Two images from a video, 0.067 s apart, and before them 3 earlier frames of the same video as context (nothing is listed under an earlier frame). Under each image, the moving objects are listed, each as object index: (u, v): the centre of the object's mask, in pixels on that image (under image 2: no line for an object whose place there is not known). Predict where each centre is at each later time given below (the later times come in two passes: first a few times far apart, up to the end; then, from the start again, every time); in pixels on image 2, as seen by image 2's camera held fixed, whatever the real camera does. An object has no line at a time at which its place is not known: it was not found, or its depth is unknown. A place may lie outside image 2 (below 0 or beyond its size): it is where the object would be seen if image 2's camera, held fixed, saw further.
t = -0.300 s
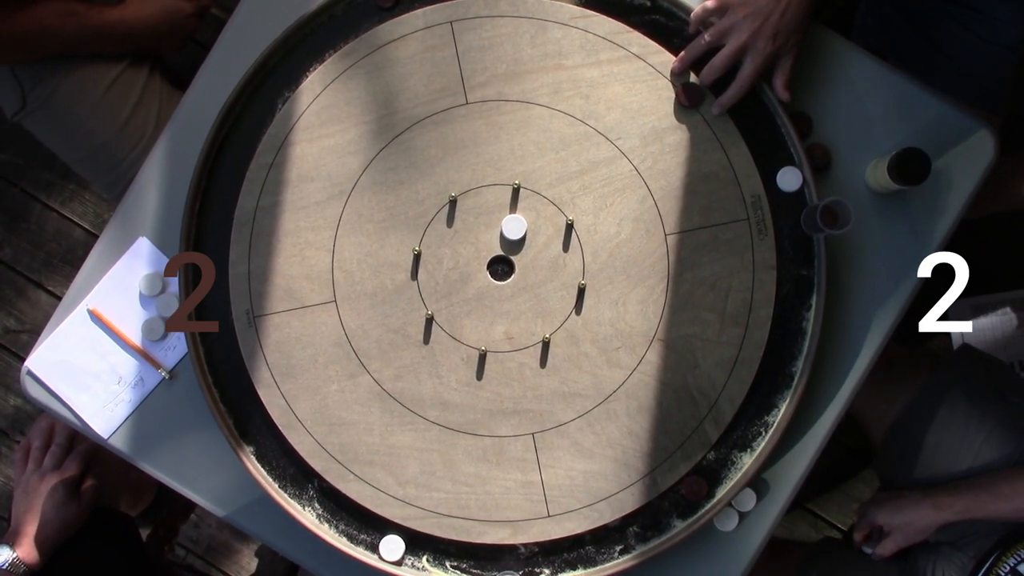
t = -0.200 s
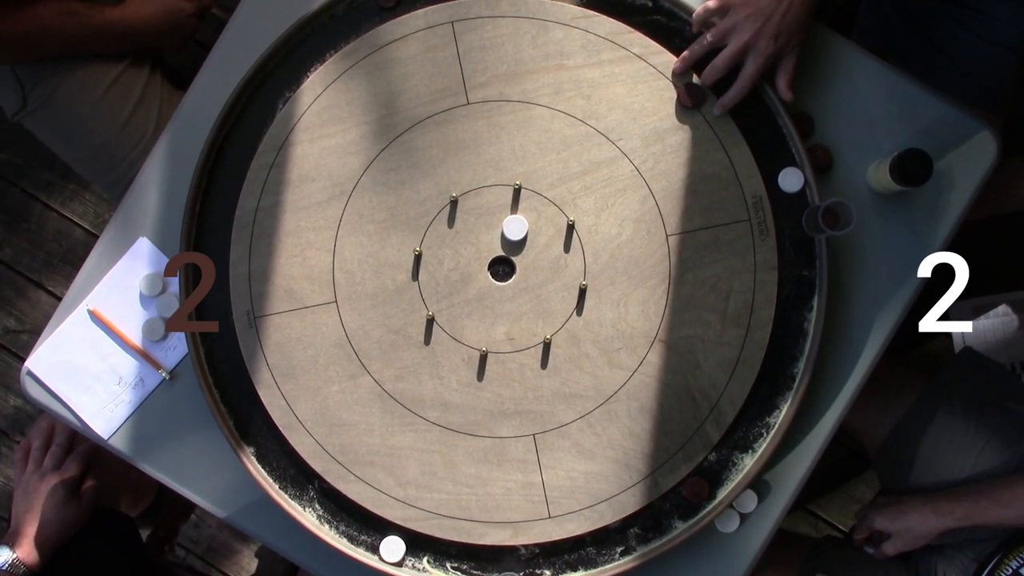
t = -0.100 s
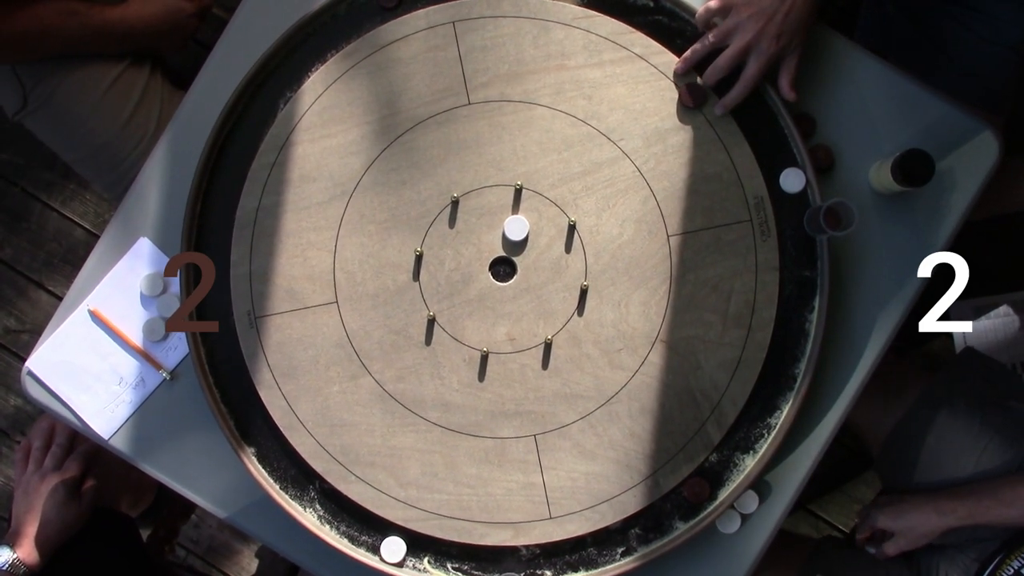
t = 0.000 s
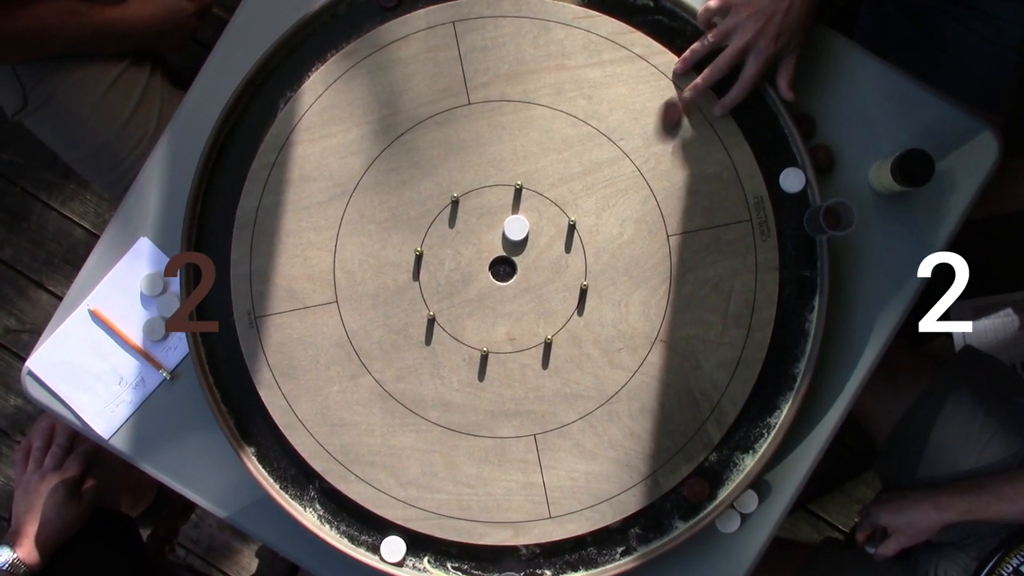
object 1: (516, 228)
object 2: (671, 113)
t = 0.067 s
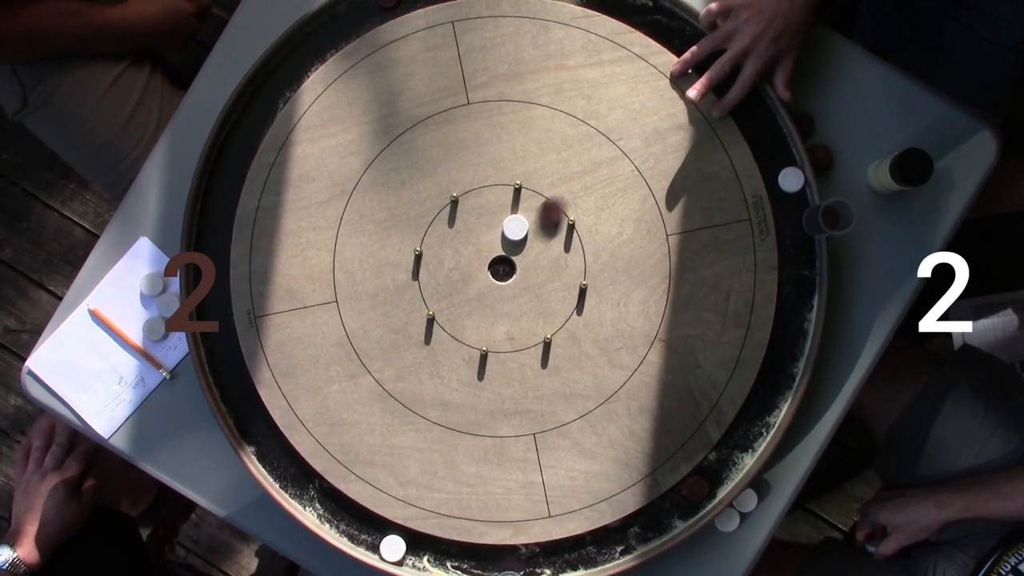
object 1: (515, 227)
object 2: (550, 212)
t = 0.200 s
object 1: (418, 270)
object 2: (542, 302)
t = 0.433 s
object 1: (365, 339)
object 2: (535, 261)
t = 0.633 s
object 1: (331, 359)
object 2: (534, 243)
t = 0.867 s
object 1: (324, 362)
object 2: (534, 243)
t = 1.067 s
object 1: (323, 362)
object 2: (534, 244)
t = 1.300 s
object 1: (323, 361)
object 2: (534, 243)
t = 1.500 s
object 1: (323, 362)
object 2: (534, 243)
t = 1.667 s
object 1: (323, 362)
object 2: (534, 243)
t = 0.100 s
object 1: (473, 244)
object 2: (541, 240)
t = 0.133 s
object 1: (429, 268)
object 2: (541, 263)
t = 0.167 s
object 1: (423, 296)
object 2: (542, 284)
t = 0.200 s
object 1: (418, 270)
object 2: (542, 302)
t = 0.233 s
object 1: (417, 287)
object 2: (543, 321)
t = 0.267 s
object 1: (414, 308)
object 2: (542, 312)
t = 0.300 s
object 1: (403, 315)
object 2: (540, 299)
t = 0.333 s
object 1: (392, 322)
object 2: (538, 287)
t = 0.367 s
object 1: (382, 328)
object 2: (537, 277)
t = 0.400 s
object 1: (373, 334)
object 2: (536, 268)
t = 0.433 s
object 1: (365, 339)
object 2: (535, 261)
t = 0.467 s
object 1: (357, 344)
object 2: (534, 255)
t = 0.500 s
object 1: (350, 348)
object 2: (534, 250)
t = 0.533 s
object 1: (344, 351)
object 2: (534, 246)
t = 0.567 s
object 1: (339, 354)
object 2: (534, 244)
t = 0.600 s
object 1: (335, 357)
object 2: (534, 243)
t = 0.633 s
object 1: (331, 359)
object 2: (534, 243)
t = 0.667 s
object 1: (328, 360)
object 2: (534, 243)
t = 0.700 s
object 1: (326, 361)
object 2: (534, 243)
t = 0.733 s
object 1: (325, 362)
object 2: (534, 243)
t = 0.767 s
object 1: (325, 362)
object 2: (534, 244)
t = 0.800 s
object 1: (324, 362)
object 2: (534, 243)
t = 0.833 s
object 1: (324, 362)
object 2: (534, 243)
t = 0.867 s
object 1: (324, 362)
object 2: (534, 243)
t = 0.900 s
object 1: (324, 362)
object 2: (534, 243)
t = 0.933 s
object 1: (324, 362)
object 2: (534, 243)
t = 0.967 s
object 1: (324, 362)
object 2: (534, 243)
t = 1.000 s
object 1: (323, 362)
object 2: (534, 243)
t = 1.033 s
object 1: (323, 362)
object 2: (534, 243)
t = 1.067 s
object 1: (323, 362)
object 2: (534, 244)
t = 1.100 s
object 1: (323, 362)
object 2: (534, 243)
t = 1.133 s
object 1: (323, 361)
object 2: (534, 243)
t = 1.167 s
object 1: (323, 361)
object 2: (534, 243)
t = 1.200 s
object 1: (323, 361)
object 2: (534, 243)
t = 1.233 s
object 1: (323, 362)
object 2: (534, 243)
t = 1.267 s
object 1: (323, 361)
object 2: (534, 243)
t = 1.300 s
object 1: (323, 361)
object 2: (534, 243)
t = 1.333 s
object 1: (323, 362)
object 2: (534, 243)
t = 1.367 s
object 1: (323, 362)
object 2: (534, 243)
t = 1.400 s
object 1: (323, 362)
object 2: (534, 243)
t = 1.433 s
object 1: (323, 362)
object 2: (534, 243)
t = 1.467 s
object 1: (323, 362)
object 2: (534, 243)
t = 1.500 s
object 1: (323, 362)
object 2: (534, 243)
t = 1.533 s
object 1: (323, 362)
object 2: (534, 243)
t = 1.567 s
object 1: (323, 362)
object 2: (534, 243)
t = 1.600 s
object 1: (323, 362)
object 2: (534, 243)
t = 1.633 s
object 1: (323, 361)
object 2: (534, 243)
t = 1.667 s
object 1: (323, 362)
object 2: (534, 243)
